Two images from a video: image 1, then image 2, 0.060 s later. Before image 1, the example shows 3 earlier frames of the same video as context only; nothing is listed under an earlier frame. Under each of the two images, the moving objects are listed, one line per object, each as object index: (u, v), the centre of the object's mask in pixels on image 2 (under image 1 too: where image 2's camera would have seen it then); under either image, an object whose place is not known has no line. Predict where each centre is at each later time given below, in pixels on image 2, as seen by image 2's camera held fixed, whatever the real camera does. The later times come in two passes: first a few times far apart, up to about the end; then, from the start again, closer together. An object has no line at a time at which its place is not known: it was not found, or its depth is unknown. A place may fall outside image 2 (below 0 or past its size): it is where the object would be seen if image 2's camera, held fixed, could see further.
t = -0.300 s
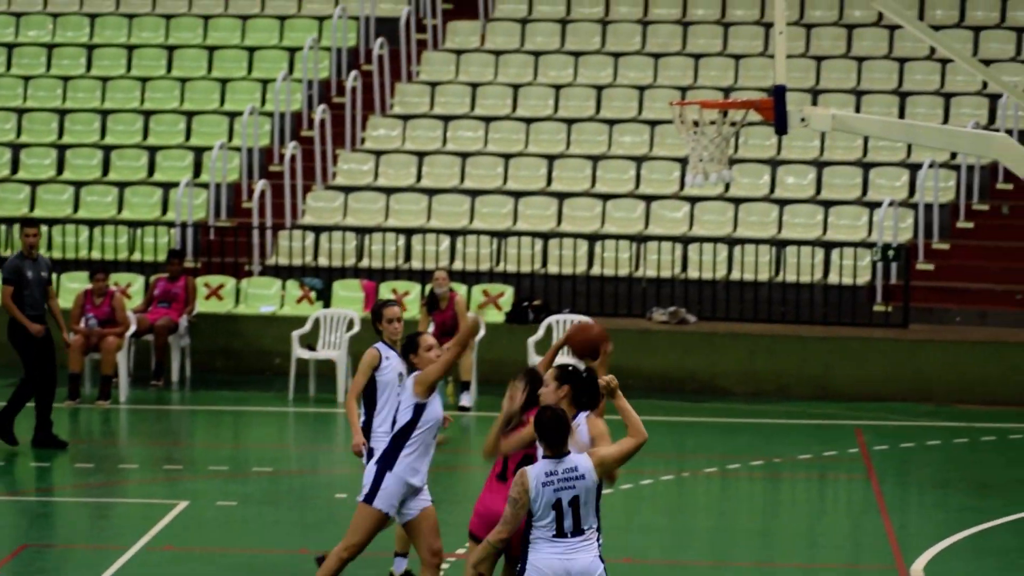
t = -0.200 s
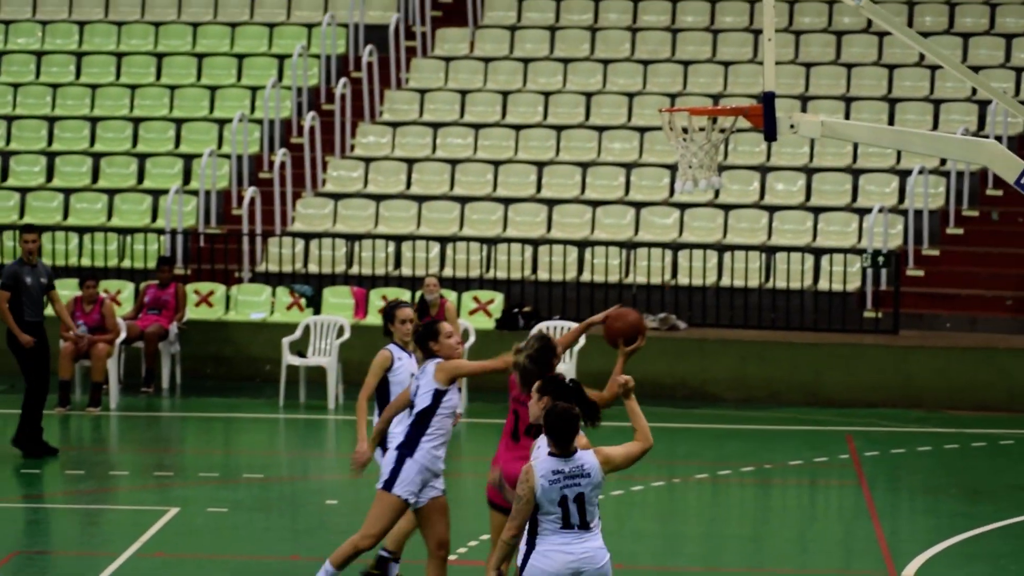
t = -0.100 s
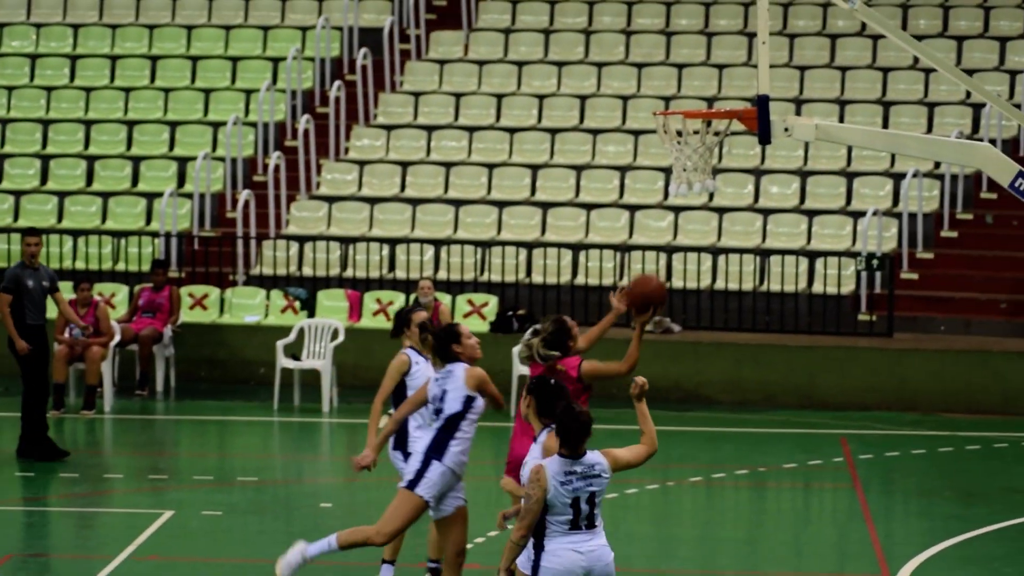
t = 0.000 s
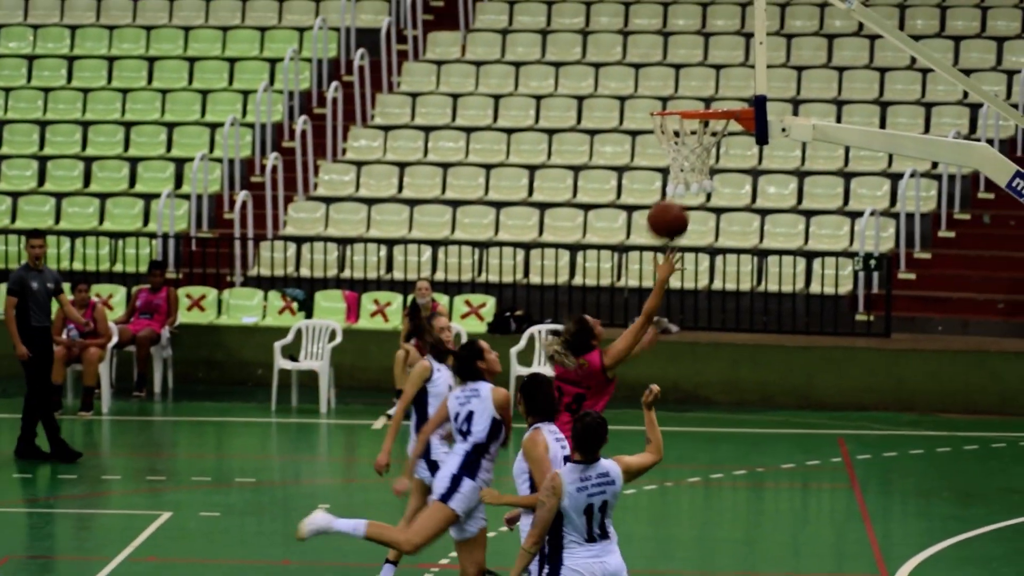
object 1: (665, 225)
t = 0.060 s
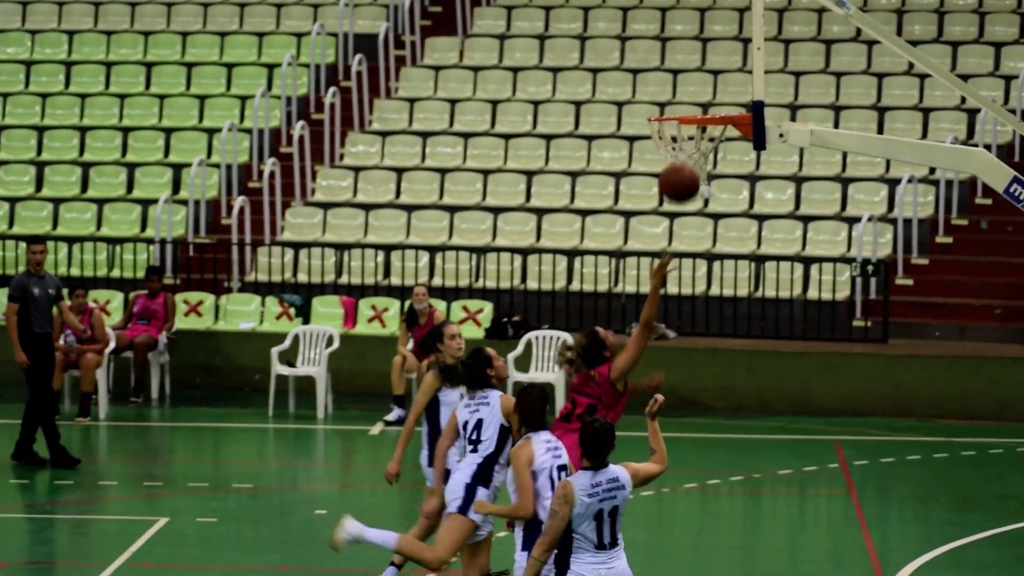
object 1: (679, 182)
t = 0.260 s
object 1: (721, 86)
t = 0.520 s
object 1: (697, 91)
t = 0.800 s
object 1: (676, 183)
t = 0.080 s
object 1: (683, 169)
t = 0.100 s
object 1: (688, 157)
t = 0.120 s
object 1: (692, 147)
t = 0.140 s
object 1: (696, 136)
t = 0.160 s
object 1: (700, 126)
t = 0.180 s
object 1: (704, 116)
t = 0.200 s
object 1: (708, 108)
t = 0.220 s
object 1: (713, 100)
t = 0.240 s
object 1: (717, 92)
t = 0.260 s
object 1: (721, 86)
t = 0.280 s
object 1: (725, 81)
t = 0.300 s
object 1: (729, 76)
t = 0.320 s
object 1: (731, 71)
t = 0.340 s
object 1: (728, 70)
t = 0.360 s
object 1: (725, 70)
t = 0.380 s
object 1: (722, 70)
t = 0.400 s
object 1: (718, 71)
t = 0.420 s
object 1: (714, 72)
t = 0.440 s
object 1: (711, 75)
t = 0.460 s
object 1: (707, 78)
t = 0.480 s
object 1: (704, 81)
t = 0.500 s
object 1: (701, 86)
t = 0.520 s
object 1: (697, 91)
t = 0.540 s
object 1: (693, 97)
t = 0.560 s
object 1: (690, 101)
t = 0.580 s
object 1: (686, 105)
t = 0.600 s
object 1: (684, 114)
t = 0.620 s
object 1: (679, 118)
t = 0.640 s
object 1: (678, 128)
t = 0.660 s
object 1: (680, 137)
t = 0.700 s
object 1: (674, 144)
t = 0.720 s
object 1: (671, 150)
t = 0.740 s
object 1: (674, 154)
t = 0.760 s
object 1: (673, 167)
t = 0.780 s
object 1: (672, 176)
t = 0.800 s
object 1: (676, 183)
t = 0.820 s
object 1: (681, 183)
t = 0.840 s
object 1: (678, 187)
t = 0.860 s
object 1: (677, 189)
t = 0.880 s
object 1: (679, 192)
